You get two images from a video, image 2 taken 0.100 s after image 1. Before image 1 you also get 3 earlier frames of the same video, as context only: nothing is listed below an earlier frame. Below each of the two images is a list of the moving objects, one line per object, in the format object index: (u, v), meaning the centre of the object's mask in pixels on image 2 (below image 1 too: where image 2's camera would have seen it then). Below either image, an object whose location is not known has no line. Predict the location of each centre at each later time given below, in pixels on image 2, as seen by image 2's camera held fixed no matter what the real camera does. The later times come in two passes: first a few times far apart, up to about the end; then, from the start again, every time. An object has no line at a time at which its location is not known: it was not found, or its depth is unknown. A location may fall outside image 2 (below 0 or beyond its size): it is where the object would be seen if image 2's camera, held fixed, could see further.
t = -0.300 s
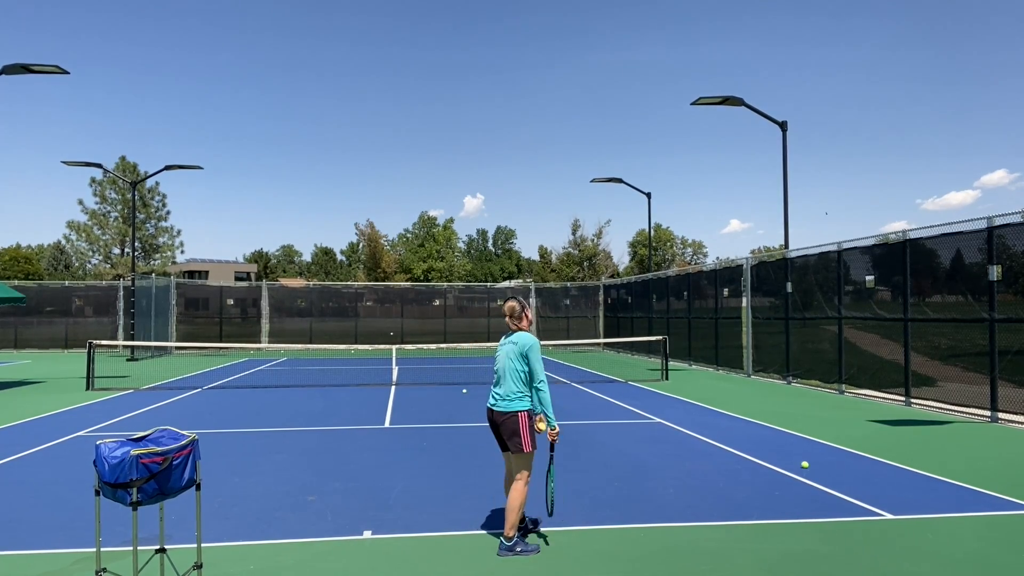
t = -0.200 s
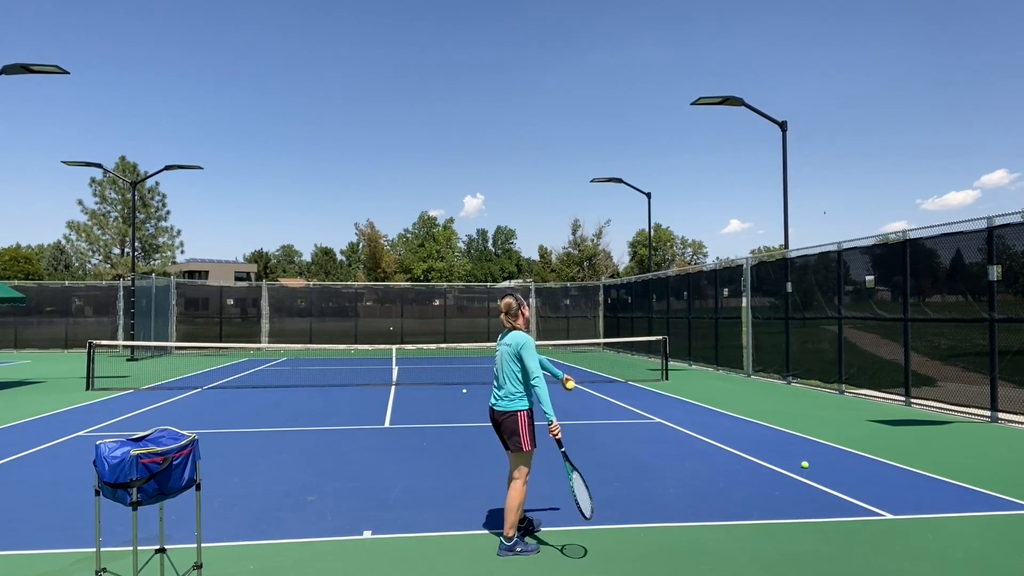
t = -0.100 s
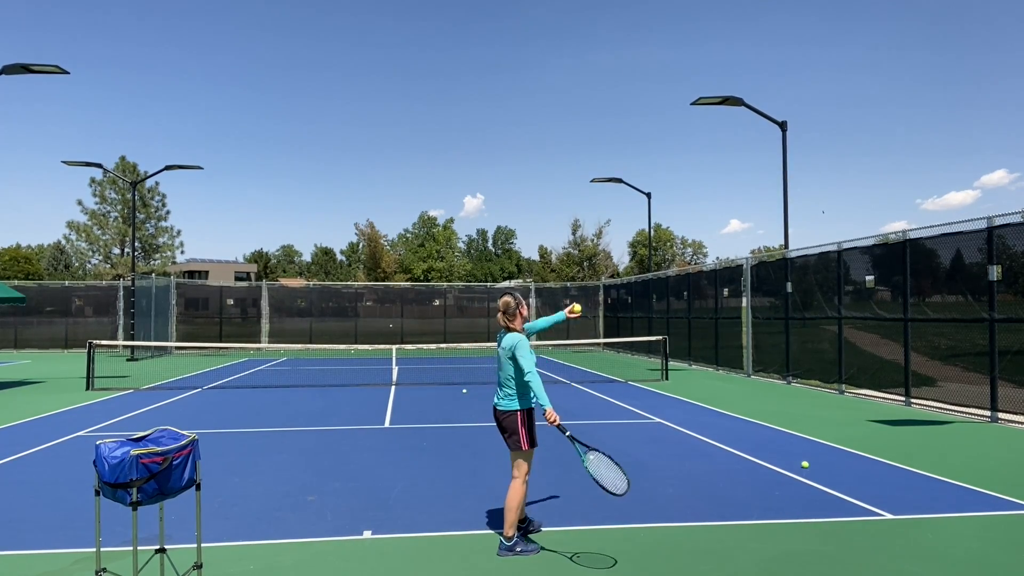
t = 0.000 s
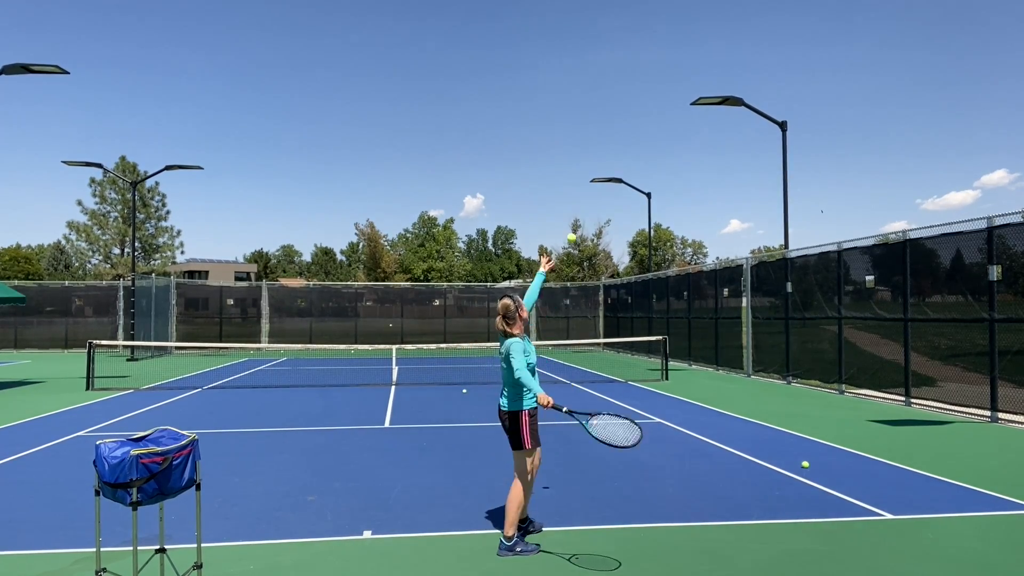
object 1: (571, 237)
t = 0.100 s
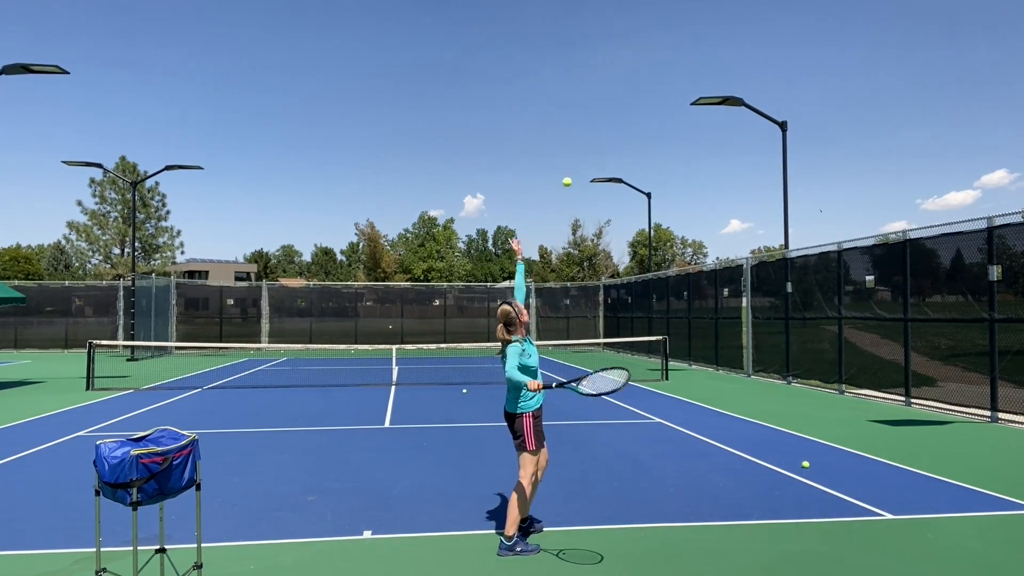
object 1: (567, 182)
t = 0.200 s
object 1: (563, 140)
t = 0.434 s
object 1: (555, 93)
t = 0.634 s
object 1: (550, 107)
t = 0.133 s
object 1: (565, 166)
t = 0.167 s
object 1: (564, 152)
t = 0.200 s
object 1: (563, 140)
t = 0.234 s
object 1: (562, 128)
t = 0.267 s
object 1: (560, 119)
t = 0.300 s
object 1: (559, 111)
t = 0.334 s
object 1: (558, 105)
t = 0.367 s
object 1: (557, 99)
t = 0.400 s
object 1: (556, 96)
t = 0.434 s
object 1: (555, 93)
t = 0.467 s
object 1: (554, 92)
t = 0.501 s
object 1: (554, 93)
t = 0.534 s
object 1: (553, 94)
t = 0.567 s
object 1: (552, 97)
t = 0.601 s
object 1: (551, 102)
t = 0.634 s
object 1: (550, 107)
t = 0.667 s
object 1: (550, 114)
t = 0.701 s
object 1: (549, 122)
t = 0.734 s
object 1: (549, 132)
